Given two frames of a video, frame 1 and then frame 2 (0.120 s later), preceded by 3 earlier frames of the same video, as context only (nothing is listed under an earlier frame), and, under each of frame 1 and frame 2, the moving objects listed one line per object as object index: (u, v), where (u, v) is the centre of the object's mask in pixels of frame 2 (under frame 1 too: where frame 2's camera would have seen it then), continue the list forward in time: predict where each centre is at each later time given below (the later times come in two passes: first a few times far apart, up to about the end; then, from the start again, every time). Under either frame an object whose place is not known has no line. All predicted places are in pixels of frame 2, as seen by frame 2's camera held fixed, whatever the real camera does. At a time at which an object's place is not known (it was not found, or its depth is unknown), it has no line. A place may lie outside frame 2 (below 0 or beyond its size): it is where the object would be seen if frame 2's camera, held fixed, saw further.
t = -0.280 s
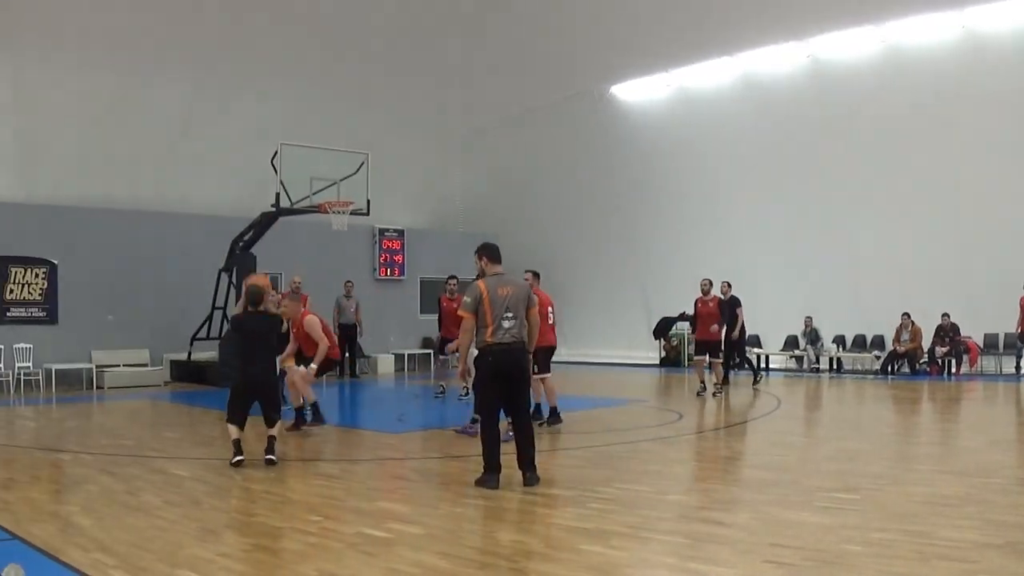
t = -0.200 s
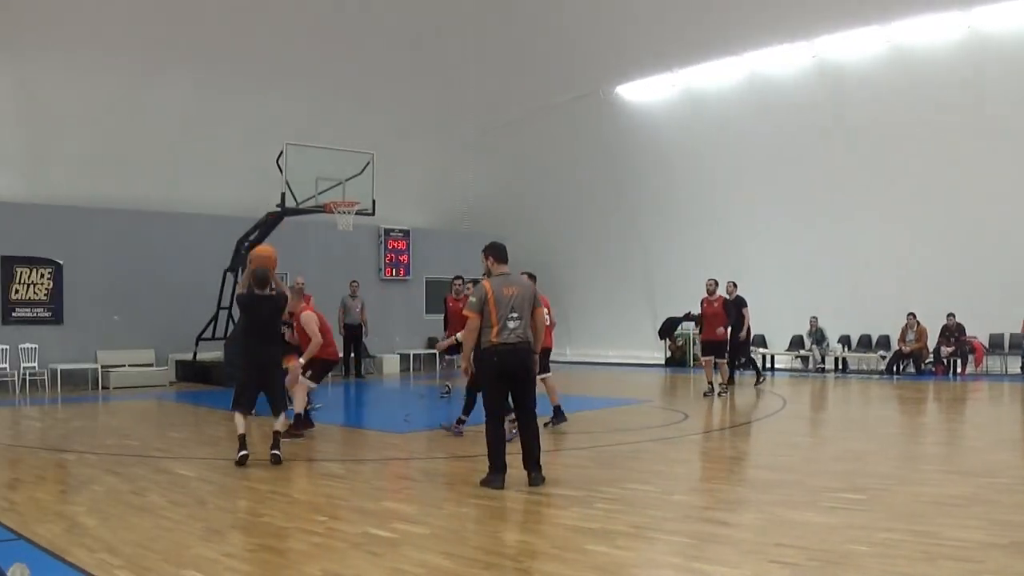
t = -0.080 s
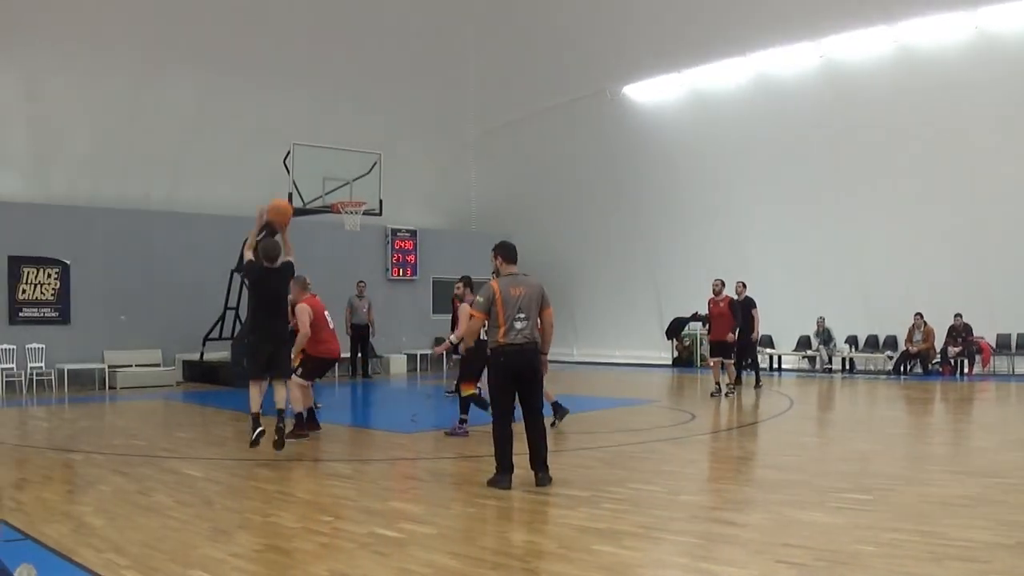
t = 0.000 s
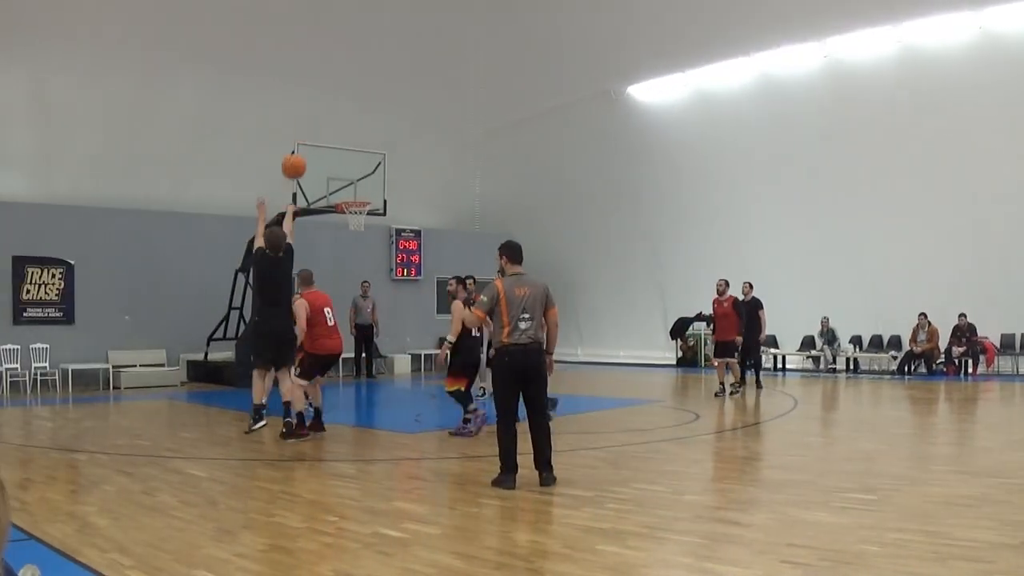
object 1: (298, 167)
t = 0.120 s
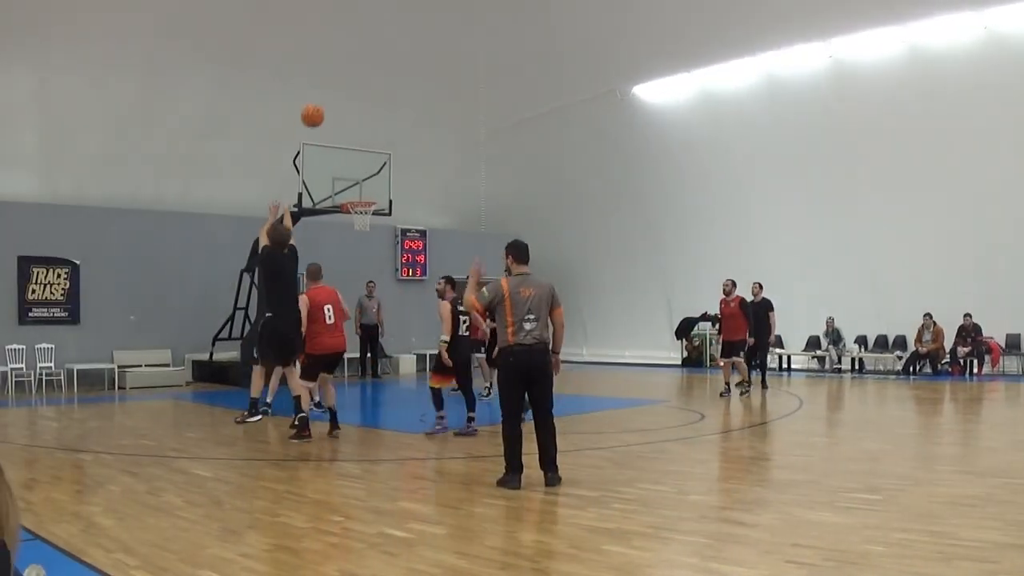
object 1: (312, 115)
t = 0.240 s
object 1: (324, 84)
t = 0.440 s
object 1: (340, 64)
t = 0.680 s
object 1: (353, 81)
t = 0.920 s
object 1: (363, 133)
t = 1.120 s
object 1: (371, 196)
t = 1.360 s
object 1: (331, 188)
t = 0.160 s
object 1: (316, 103)
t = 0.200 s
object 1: (320, 92)
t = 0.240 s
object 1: (324, 84)
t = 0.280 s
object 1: (328, 76)
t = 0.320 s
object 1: (331, 72)
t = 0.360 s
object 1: (334, 67)
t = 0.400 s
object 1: (337, 65)
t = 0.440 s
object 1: (340, 64)
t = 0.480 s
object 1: (342, 64)
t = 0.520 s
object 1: (345, 65)
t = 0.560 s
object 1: (347, 68)
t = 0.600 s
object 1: (349, 71)
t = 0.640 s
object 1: (351, 76)
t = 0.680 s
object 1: (353, 81)
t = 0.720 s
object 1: (355, 87)
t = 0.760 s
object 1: (357, 95)
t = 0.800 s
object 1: (359, 103)
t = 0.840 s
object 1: (360, 112)
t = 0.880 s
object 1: (362, 122)
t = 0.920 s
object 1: (363, 133)
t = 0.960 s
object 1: (365, 144)
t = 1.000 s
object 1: (366, 156)
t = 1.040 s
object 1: (367, 169)
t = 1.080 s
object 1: (369, 182)
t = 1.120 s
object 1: (371, 196)
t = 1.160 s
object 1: (363, 196)
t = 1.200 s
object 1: (352, 195)
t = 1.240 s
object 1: (342, 193)
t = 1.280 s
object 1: (336, 191)
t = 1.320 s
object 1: (333, 189)
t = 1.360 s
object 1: (331, 188)
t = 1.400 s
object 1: (328, 188)
